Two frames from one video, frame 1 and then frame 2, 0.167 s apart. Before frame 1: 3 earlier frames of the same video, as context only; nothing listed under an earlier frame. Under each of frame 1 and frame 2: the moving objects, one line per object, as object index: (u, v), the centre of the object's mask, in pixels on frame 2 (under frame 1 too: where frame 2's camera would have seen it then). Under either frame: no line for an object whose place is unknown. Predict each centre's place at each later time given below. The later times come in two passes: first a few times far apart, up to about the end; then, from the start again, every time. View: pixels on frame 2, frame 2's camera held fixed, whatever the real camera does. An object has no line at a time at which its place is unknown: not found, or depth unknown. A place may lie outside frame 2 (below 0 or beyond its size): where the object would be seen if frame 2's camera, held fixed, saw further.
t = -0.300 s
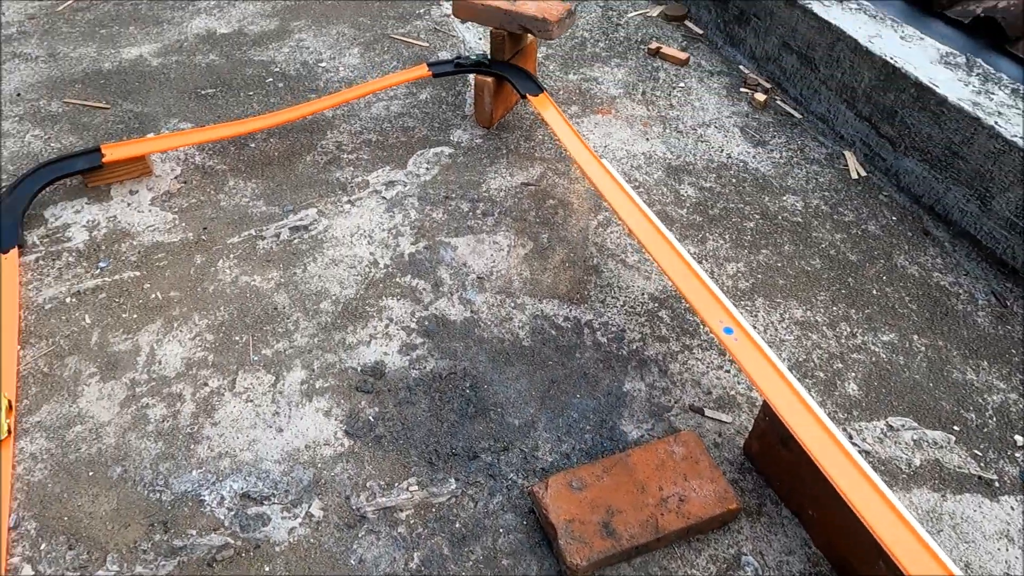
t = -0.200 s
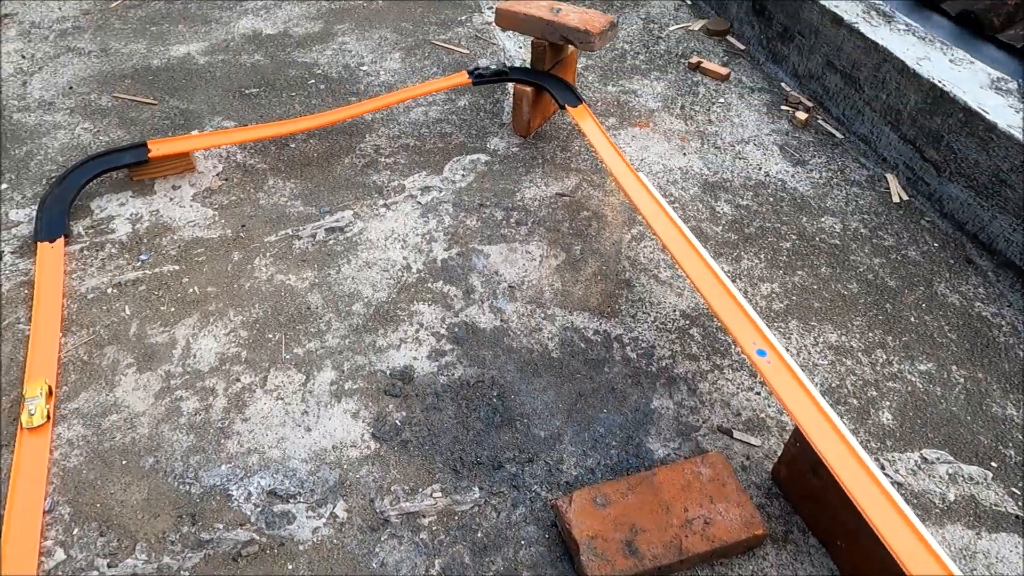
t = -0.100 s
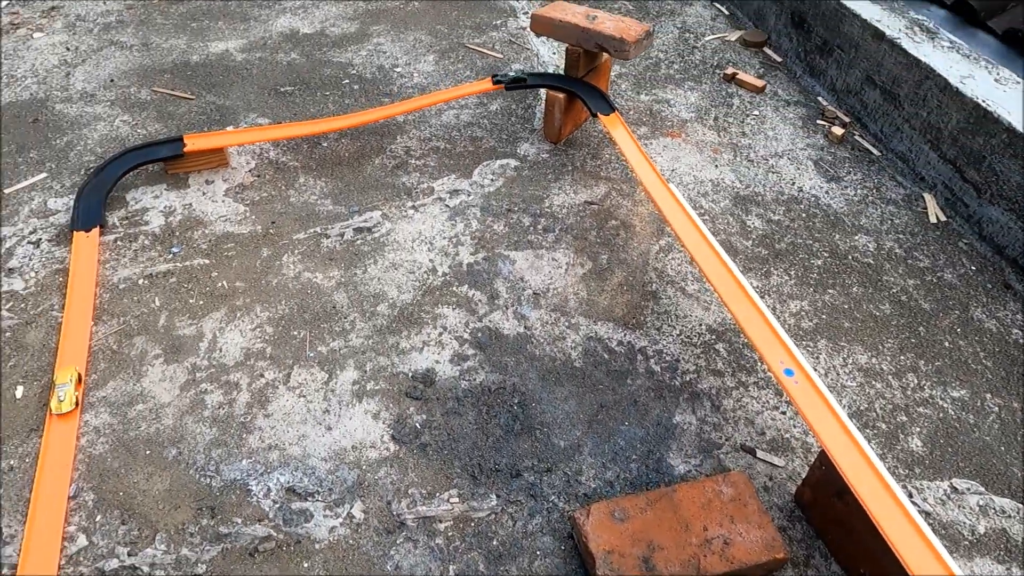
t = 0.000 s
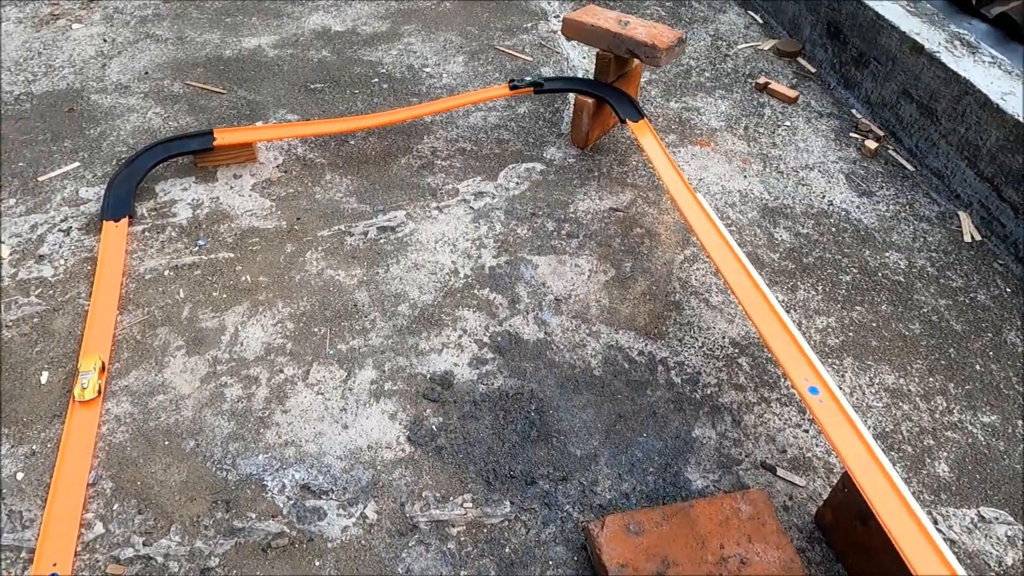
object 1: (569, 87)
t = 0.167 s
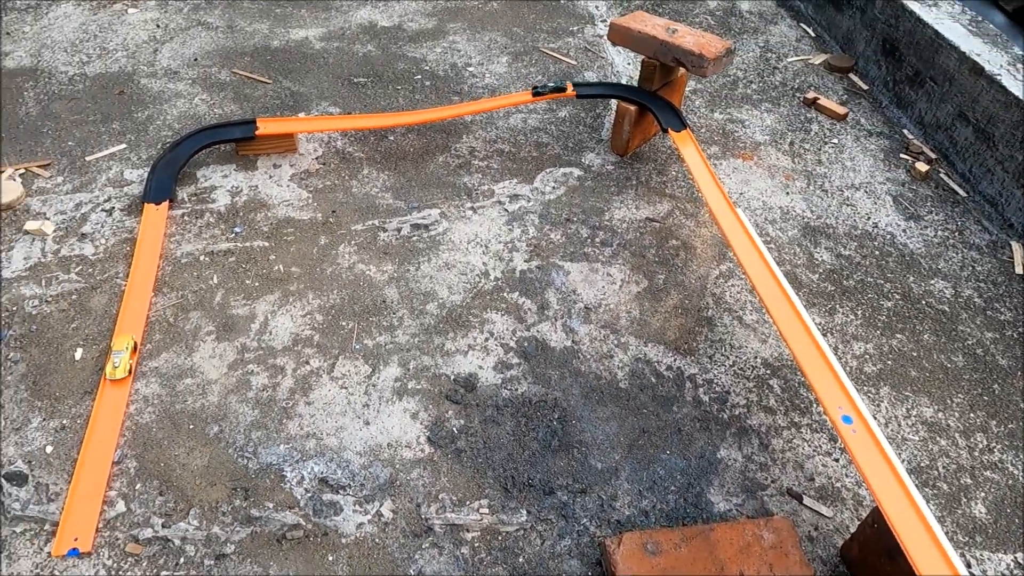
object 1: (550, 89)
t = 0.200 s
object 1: (545, 90)
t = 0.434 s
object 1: (500, 99)
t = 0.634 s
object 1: (439, 114)
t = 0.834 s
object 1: (363, 122)
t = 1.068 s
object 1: (290, 124)
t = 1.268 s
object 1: (247, 127)
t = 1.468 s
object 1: (214, 131)
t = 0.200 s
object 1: (545, 90)
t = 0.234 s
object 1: (539, 91)
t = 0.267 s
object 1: (534, 92)
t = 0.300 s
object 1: (529, 93)
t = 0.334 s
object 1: (522, 94)
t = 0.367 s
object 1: (516, 96)
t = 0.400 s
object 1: (508, 97)
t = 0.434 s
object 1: (500, 99)
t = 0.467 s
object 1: (492, 101)
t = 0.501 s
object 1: (482, 103)
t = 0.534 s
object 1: (472, 106)
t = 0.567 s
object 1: (462, 109)
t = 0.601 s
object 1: (451, 111)
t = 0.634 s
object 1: (439, 114)
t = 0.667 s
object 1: (427, 116)
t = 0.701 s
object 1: (414, 118)
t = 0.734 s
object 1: (401, 119)
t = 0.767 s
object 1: (389, 121)
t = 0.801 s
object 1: (376, 122)
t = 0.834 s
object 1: (363, 122)
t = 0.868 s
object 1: (352, 123)
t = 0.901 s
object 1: (340, 123)
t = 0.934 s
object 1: (329, 123)
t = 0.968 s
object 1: (318, 124)
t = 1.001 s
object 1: (309, 124)
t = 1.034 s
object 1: (299, 124)
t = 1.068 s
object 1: (290, 124)
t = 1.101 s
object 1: (281, 125)
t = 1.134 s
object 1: (273, 126)
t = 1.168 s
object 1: (266, 126)
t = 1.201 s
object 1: (260, 126)
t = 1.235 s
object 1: (252, 127)
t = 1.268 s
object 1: (247, 127)
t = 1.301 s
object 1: (242, 127)
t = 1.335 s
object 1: (238, 129)
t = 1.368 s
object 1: (235, 128)
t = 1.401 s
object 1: (224, 130)
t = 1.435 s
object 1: (219, 130)
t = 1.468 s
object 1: (214, 131)
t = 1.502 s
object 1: (209, 133)
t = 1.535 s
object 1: (206, 134)
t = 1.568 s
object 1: (201, 136)
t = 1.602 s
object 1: (199, 137)
